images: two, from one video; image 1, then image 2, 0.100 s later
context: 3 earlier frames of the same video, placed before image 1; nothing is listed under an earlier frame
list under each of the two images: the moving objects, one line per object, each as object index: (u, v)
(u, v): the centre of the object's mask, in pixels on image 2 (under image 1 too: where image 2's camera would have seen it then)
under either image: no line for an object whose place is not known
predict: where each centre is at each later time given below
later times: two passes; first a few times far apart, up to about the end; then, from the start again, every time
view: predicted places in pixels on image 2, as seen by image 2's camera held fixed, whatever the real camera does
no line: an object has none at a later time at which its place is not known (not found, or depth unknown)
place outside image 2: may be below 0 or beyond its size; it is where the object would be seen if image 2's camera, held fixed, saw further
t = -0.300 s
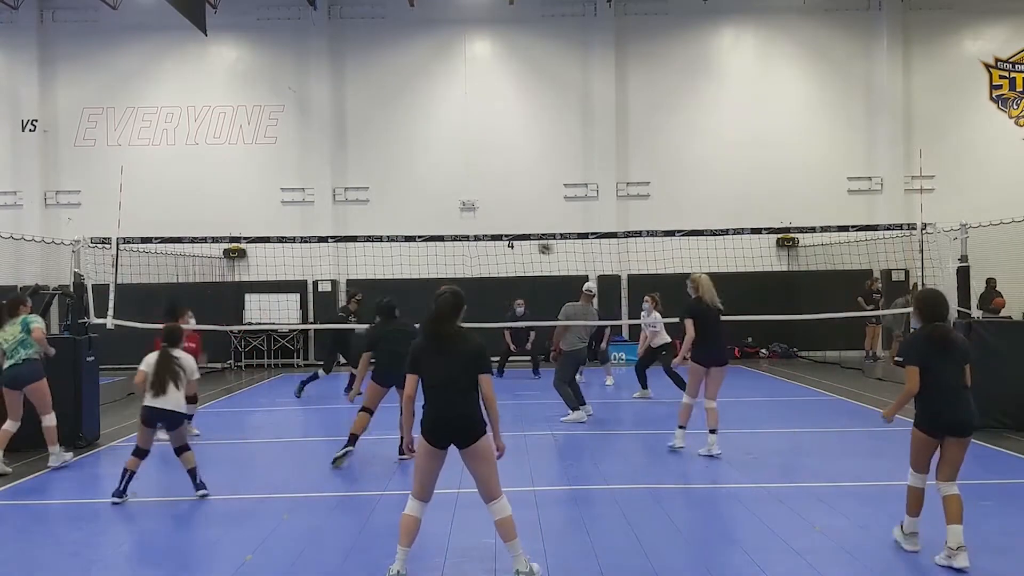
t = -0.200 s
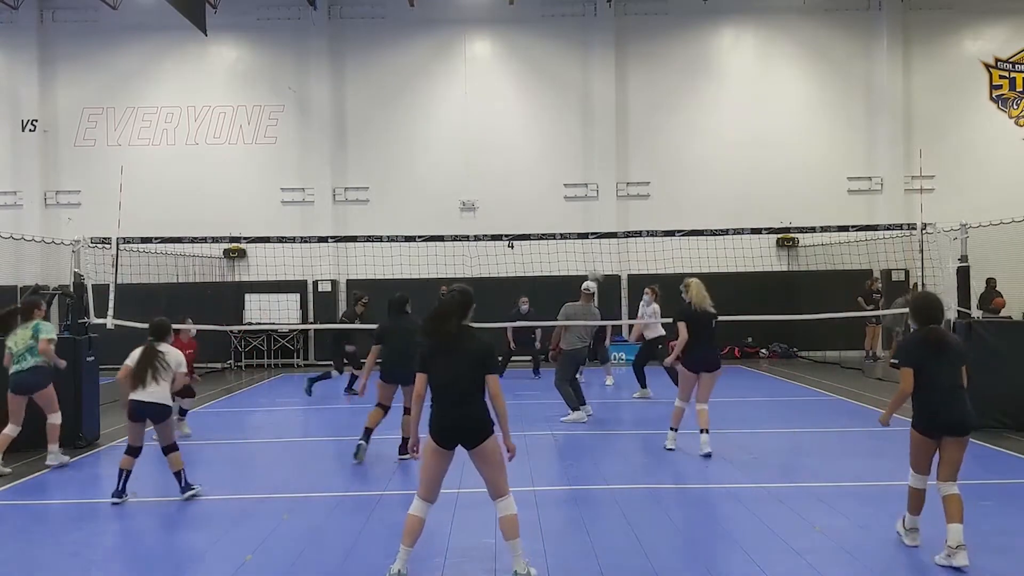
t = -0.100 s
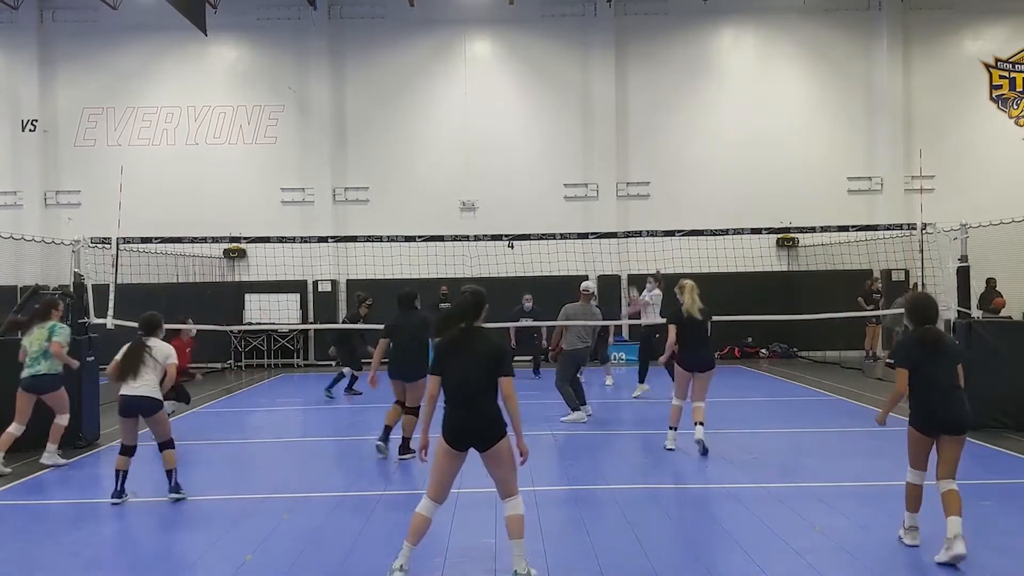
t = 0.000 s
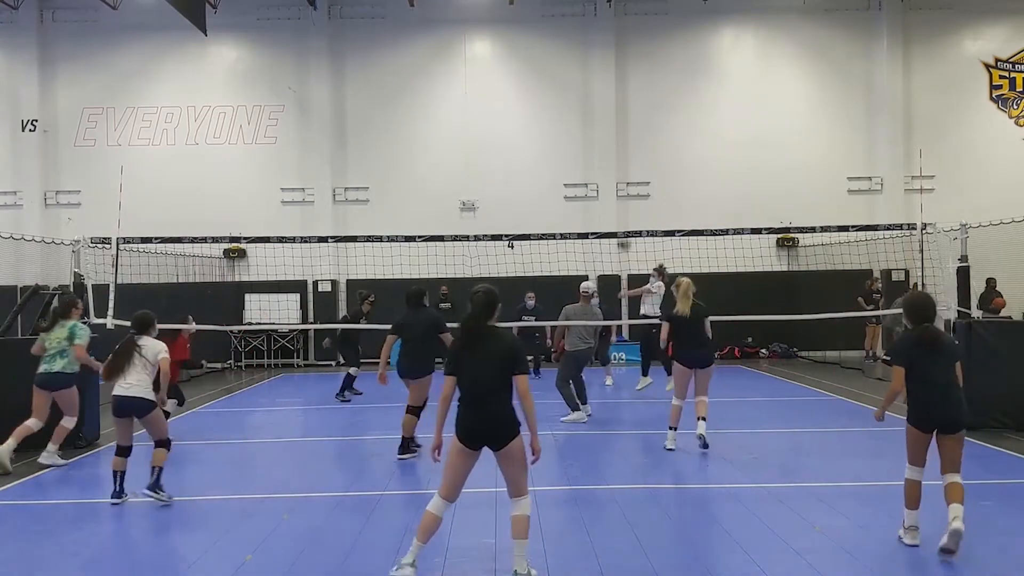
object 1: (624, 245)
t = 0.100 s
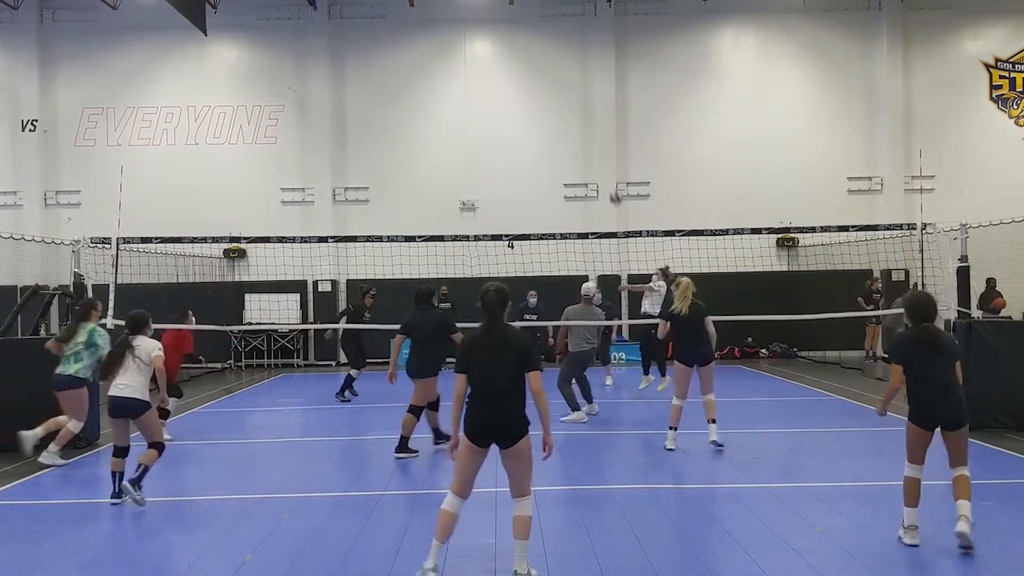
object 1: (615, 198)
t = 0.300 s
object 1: (602, 126)
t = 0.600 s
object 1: (582, 68)
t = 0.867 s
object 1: (565, 69)
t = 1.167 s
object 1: (547, 129)
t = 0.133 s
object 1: (613, 184)
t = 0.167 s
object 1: (611, 171)
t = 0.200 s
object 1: (609, 159)
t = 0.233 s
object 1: (607, 147)
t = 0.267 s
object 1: (604, 136)
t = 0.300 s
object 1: (602, 126)
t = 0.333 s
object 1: (600, 117)
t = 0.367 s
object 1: (598, 108)
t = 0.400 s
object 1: (596, 100)
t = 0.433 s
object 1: (594, 93)
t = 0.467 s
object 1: (591, 87)
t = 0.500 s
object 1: (589, 81)
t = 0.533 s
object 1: (587, 76)
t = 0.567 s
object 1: (584, 71)
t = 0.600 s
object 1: (582, 68)
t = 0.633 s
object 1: (580, 65)
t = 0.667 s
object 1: (579, 64)
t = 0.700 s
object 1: (576, 63)
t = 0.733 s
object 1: (574, 62)
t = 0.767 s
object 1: (572, 63)
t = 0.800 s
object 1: (569, 64)
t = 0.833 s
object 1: (568, 66)
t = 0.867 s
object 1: (565, 69)
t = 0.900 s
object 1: (563, 72)
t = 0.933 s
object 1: (561, 77)
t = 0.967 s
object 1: (559, 82)
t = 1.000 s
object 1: (557, 87)
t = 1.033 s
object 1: (555, 94)
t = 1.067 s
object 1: (553, 102)
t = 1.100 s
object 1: (551, 110)
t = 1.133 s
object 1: (549, 119)
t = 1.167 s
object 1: (547, 129)
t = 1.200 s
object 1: (545, 139)
